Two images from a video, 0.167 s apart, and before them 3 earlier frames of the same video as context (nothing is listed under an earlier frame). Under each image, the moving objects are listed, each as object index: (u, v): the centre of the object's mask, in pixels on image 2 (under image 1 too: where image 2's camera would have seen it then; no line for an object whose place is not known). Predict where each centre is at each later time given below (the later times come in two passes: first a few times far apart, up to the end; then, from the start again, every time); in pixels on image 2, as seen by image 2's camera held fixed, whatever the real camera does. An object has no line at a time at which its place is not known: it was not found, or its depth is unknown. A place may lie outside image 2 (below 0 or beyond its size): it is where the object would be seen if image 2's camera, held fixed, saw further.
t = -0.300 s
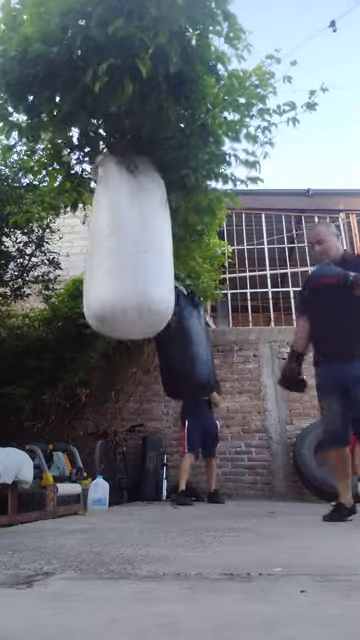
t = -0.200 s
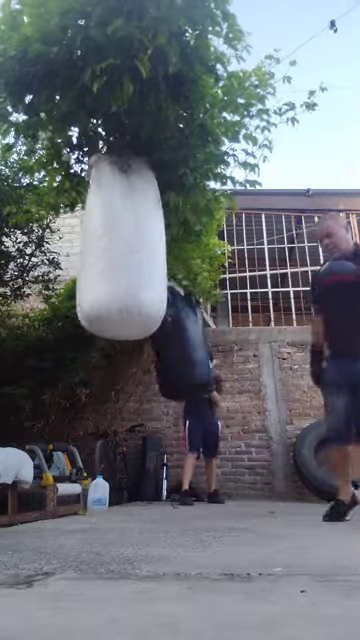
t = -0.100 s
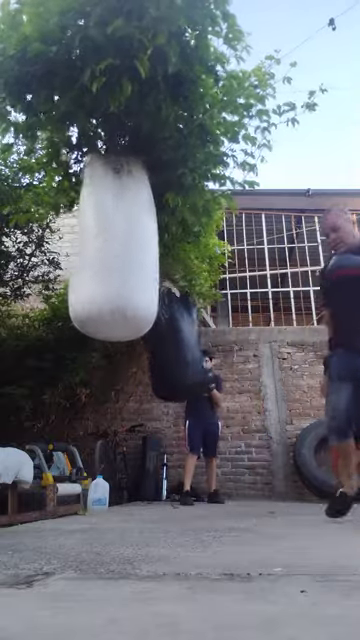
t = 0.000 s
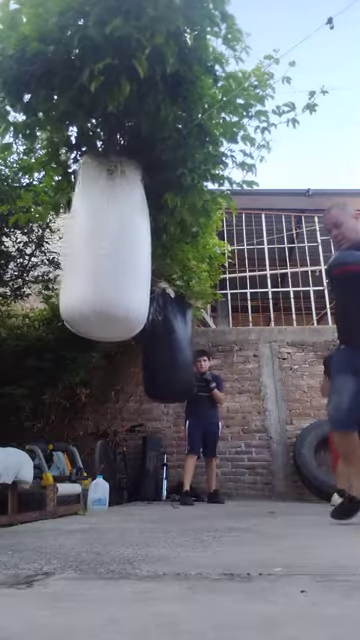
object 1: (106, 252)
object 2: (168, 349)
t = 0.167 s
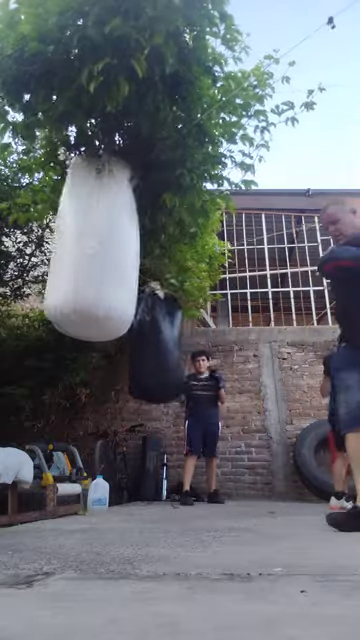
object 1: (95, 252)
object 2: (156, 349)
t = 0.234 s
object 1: (90, 251)
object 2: (151, 349)
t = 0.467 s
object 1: (80, 248)
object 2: (132, 346)
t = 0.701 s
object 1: (77, 246)
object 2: (123, 344)
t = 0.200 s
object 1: (92, 252)
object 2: (153, 349)
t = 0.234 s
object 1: (90, 251)
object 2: (151, 349)
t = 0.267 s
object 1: (88, 250)
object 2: (148, 347)
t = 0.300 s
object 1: (87, 250)
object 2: (146, 346)
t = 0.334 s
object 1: (85, 250)
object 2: (144, 344)
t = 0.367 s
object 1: (83, 249)
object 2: (139, 348)
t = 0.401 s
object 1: (82, 249)
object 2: (136, 348)
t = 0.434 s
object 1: (81, 249)
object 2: (133, 348)
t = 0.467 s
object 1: (80, 248)
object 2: (132, 346)
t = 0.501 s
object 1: (79, 248)
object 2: (131, 346)
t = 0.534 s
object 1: (78, 248)
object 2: (130, 346)
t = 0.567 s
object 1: (77, 247)
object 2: (128, 345)
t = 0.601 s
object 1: (77, 246)
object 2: (126, 345)
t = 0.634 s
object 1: (77, 246)
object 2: (123, 344)
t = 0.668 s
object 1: (77, 246)
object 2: (123, 344)
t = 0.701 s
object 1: (77, 246)
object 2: (123, 344)
